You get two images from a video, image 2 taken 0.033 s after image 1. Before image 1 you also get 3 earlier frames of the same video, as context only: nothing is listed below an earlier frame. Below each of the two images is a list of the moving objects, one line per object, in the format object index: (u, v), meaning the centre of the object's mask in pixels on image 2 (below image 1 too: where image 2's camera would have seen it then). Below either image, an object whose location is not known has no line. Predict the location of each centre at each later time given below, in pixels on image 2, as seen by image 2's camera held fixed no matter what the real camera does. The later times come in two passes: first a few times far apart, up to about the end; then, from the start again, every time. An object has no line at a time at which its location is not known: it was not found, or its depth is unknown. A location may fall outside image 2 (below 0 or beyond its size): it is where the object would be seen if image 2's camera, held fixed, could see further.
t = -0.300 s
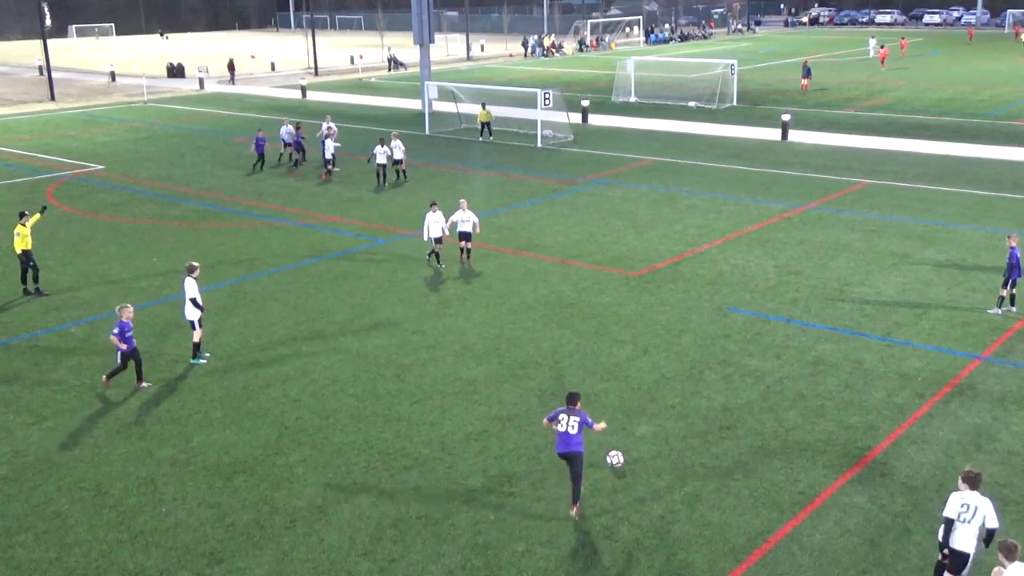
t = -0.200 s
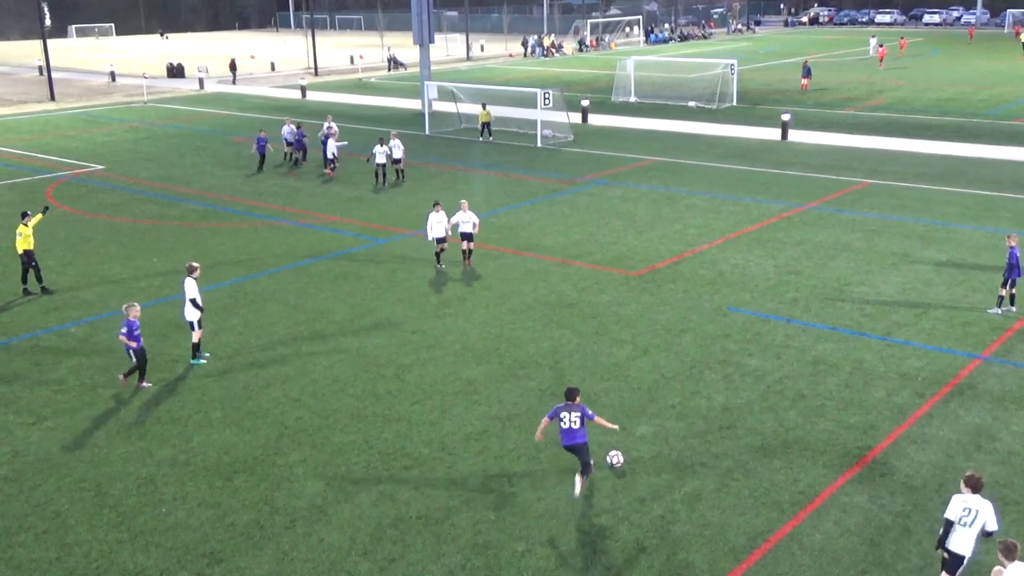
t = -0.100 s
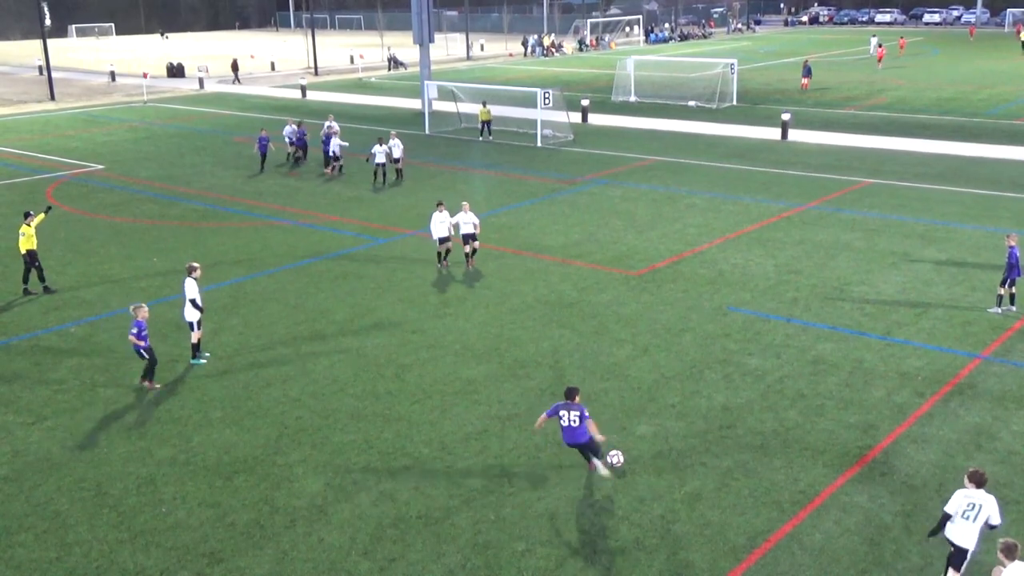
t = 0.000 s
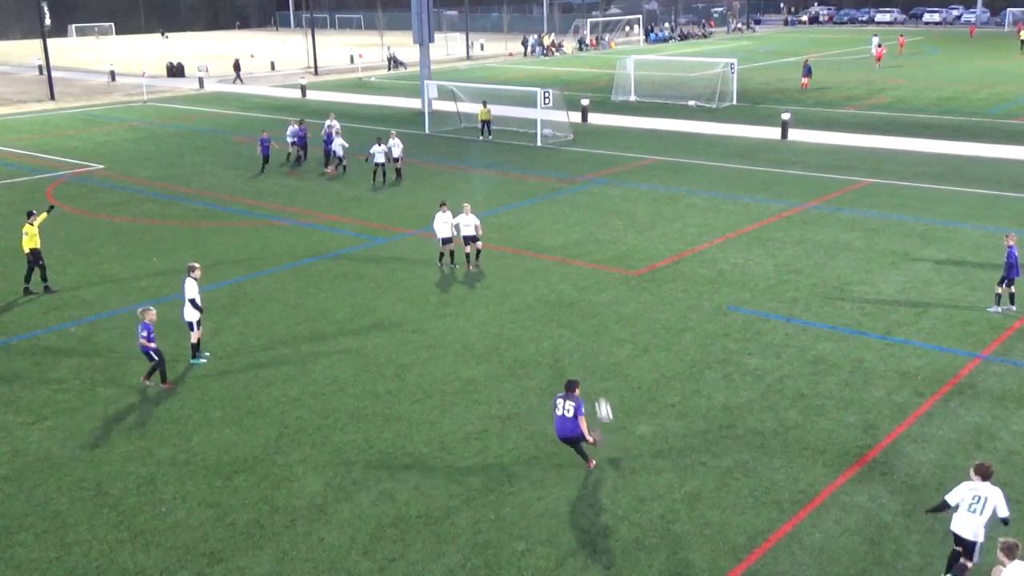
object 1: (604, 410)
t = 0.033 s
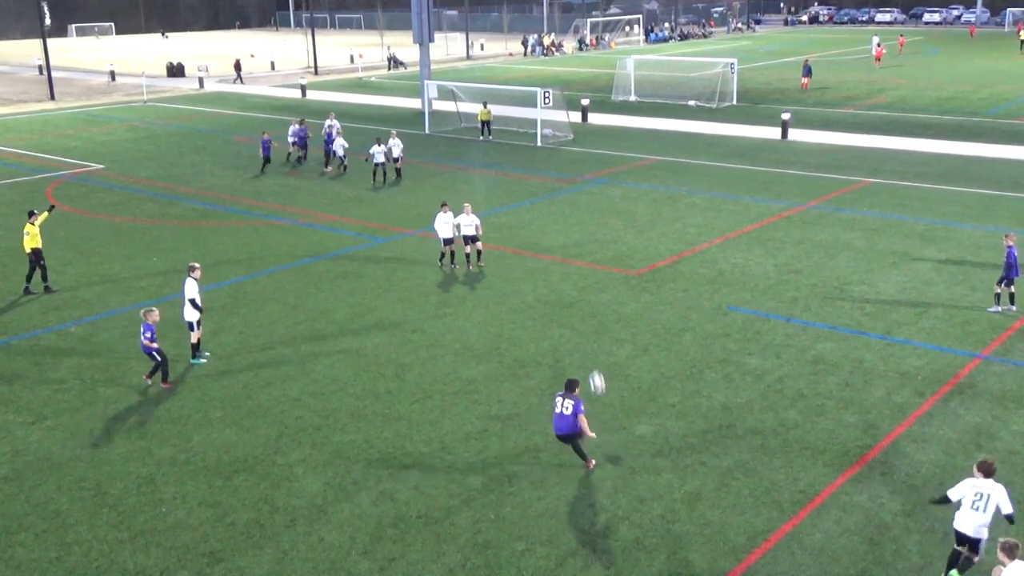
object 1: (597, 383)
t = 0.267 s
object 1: (559, 239)
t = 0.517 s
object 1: (533, 153)
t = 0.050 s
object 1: (594, 369)
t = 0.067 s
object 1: (590, 357)
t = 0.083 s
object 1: (587, 344)
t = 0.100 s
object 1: (584, 333)
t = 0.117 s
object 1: (582, 322)
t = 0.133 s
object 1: (579, 311)
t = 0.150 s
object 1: (576, 300)
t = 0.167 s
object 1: (573, 291)
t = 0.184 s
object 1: (570, 280)
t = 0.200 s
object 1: (568, 272)
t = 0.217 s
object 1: (566, 263)
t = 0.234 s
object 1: (563, 255)
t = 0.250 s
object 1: (561, 246)
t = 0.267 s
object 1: (559, 239)
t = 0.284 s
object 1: (557, 231)
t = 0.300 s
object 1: (555, 224)
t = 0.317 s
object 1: (553, 217)
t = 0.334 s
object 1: (551, 210)
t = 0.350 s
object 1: (549, 204)
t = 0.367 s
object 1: (547, 198)
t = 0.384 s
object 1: (544, 191)
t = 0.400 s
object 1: (543, 186)
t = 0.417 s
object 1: (541, 180)
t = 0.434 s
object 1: (540, 175)
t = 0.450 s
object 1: (538, 170)
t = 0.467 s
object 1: (537, 166)
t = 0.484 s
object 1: (536, 162)
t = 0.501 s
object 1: (534, 158)
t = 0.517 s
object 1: (533, 153)
